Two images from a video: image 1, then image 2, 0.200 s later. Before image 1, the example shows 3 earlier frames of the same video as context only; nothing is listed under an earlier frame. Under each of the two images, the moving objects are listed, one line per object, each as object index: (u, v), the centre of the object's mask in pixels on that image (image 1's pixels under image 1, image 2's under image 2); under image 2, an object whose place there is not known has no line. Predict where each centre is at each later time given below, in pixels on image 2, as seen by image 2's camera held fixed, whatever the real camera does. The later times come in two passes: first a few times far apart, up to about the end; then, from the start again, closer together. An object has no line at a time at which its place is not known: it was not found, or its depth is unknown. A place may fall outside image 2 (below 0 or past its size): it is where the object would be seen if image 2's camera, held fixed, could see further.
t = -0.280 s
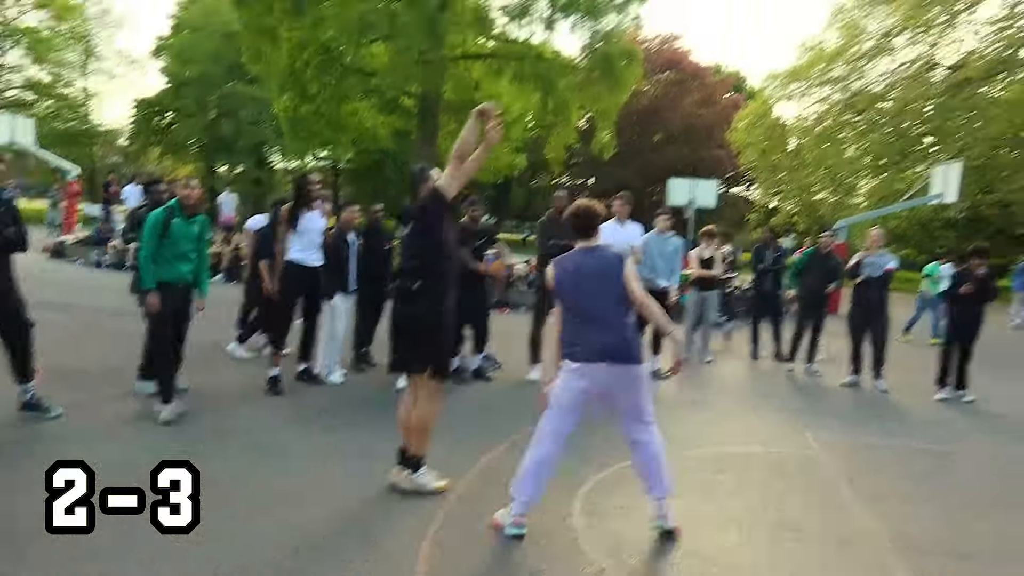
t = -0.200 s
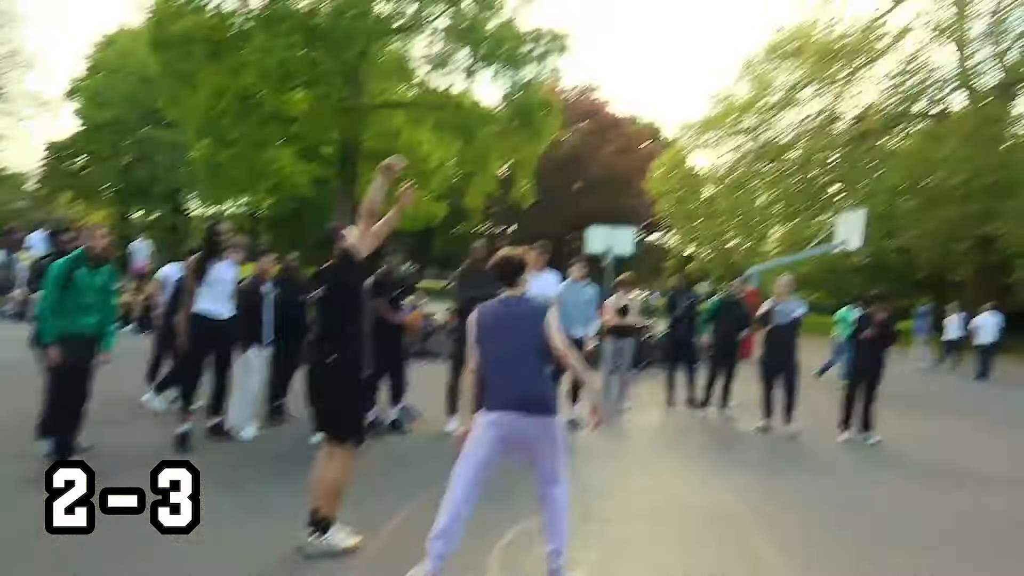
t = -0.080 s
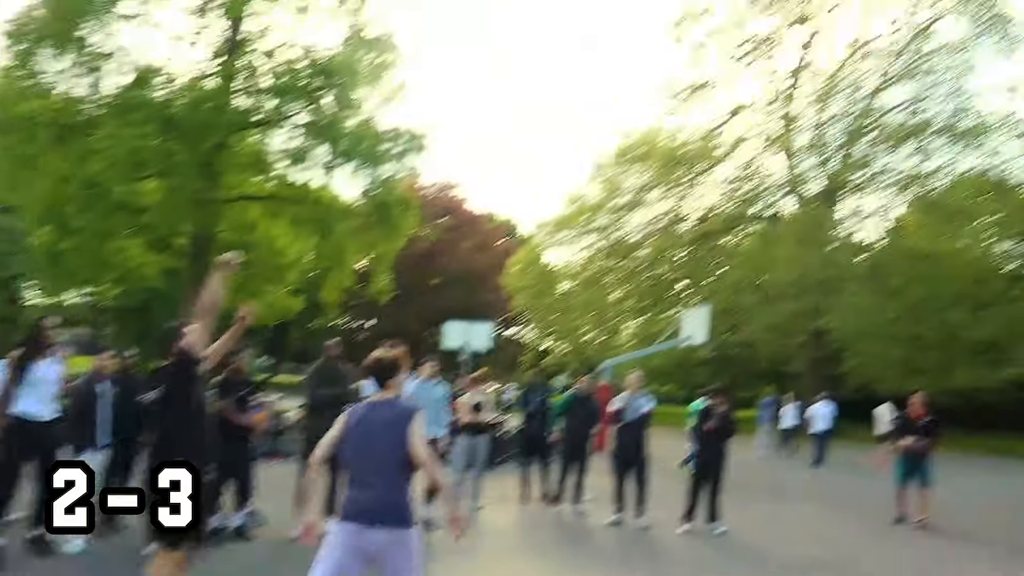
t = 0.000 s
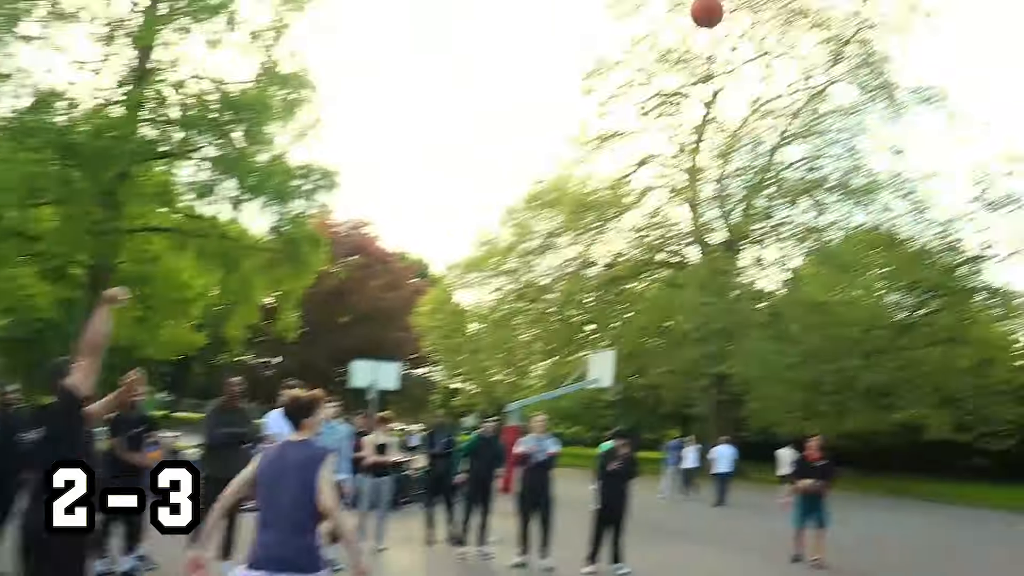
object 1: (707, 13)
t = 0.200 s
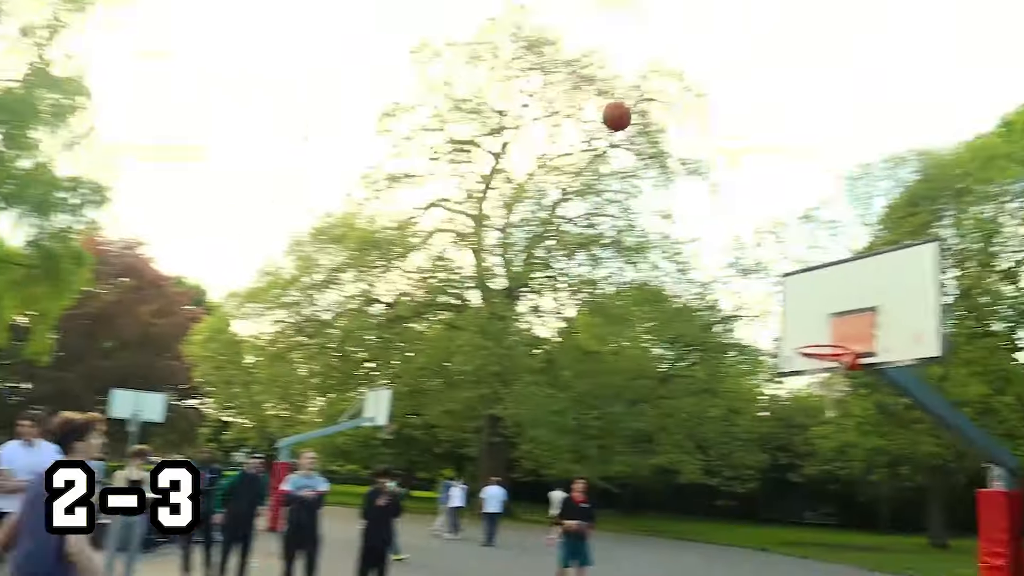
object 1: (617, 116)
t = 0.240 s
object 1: (637, 130)
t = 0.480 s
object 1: (752, 245)
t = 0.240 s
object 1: (637, 130)
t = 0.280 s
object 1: (656, 145)
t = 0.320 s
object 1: (676, 162)
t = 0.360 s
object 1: (695, 180)
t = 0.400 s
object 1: (713, 200)
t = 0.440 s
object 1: (732, 222)
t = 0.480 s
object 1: (752, 245)
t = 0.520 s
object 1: (769, 271)
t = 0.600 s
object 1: (805, 324)
